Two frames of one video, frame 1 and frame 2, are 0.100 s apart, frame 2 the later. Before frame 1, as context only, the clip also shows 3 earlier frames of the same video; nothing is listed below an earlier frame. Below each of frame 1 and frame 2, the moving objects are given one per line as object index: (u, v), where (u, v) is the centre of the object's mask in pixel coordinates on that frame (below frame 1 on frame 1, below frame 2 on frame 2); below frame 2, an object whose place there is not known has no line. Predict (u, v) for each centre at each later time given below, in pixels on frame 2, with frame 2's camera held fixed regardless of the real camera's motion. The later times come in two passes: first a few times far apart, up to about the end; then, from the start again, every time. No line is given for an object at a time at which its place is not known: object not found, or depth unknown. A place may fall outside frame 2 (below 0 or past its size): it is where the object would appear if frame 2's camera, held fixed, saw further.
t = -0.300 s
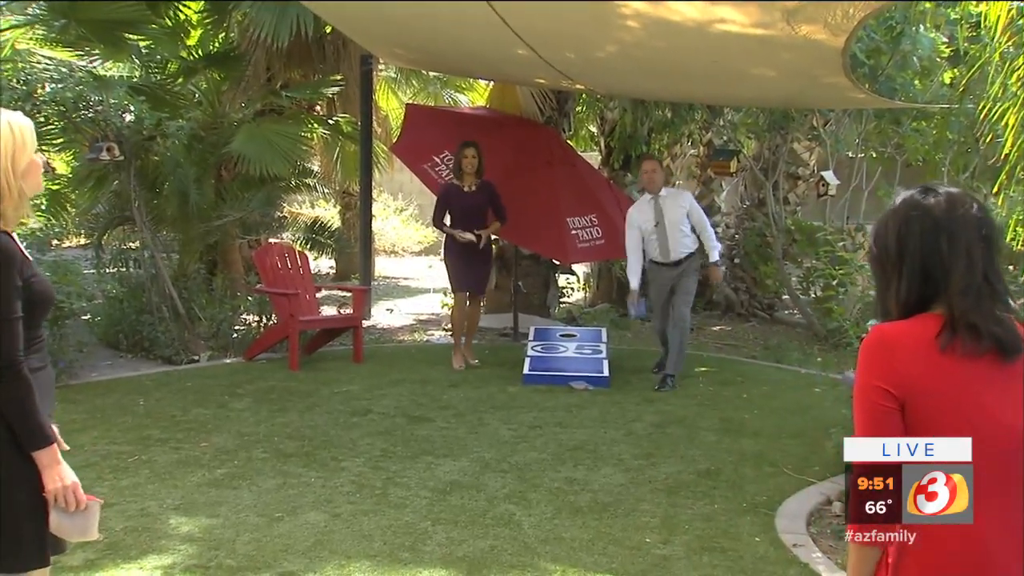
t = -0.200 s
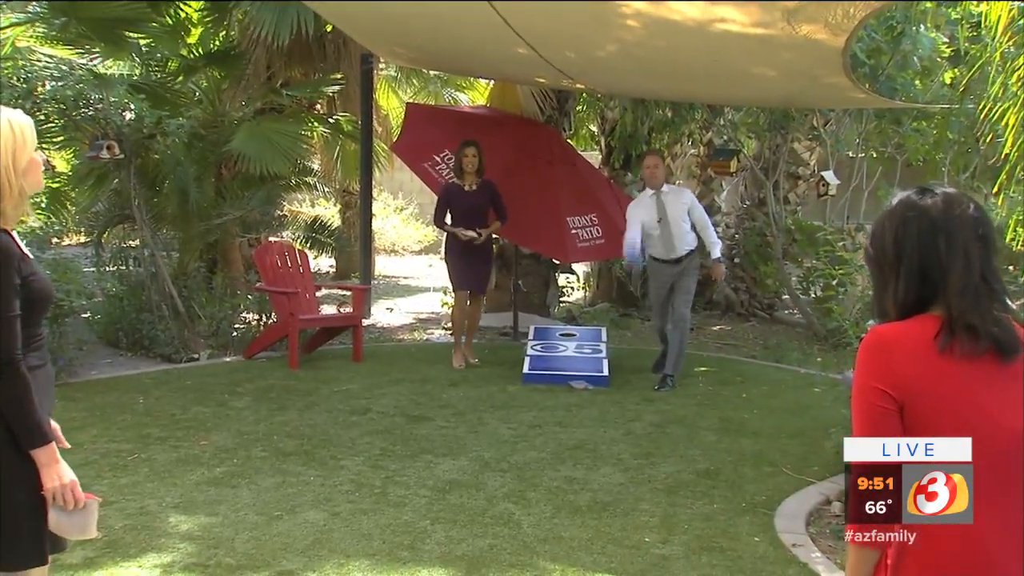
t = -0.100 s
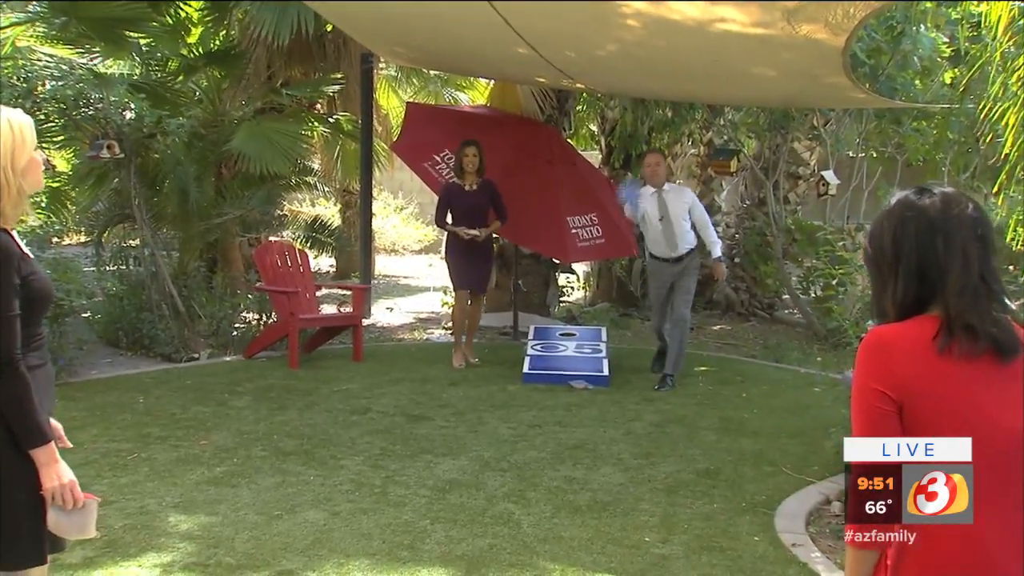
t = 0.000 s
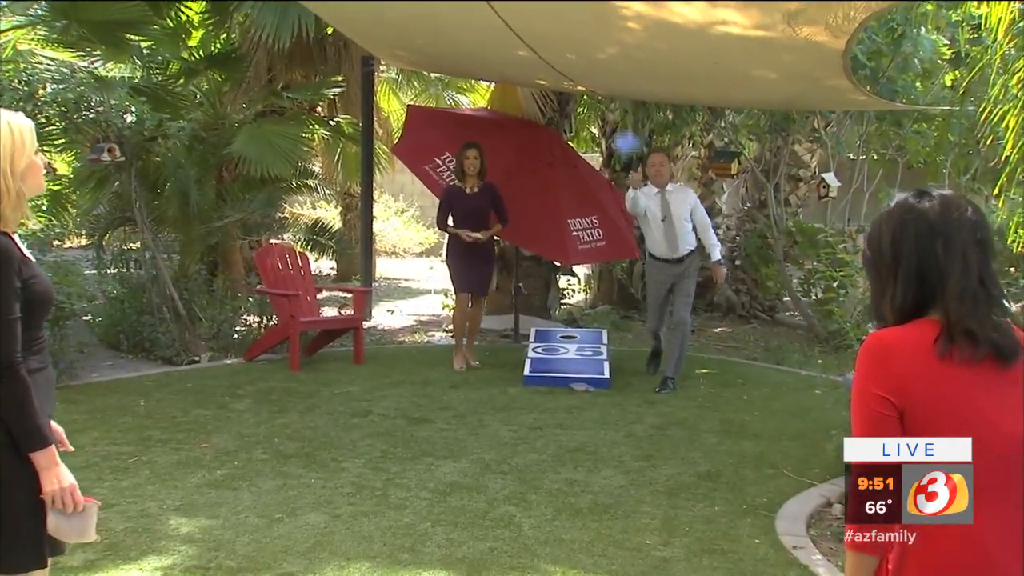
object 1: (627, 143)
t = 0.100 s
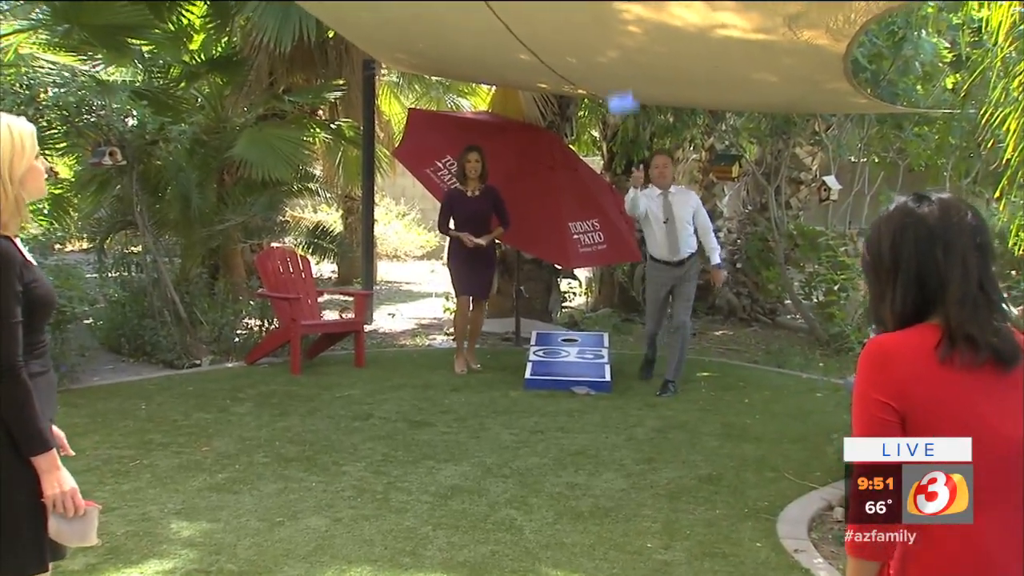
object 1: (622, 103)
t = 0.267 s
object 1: (607, 67)
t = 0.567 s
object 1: (561, 182)
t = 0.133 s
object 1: (619, 91)
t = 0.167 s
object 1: (617, 82)
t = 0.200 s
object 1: (613, 75)
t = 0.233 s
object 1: (610, 70)
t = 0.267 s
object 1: (607, 67)
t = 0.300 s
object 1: (603, 65)
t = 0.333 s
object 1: (600, 67)
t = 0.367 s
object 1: (596, 72)
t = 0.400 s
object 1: (592, 79)
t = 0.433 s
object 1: (586, 92)
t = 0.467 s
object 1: (579, 107)
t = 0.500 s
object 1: (573, 125)
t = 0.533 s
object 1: (566, 152)
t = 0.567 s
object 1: (561, 182)
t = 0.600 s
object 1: (554, 216)
